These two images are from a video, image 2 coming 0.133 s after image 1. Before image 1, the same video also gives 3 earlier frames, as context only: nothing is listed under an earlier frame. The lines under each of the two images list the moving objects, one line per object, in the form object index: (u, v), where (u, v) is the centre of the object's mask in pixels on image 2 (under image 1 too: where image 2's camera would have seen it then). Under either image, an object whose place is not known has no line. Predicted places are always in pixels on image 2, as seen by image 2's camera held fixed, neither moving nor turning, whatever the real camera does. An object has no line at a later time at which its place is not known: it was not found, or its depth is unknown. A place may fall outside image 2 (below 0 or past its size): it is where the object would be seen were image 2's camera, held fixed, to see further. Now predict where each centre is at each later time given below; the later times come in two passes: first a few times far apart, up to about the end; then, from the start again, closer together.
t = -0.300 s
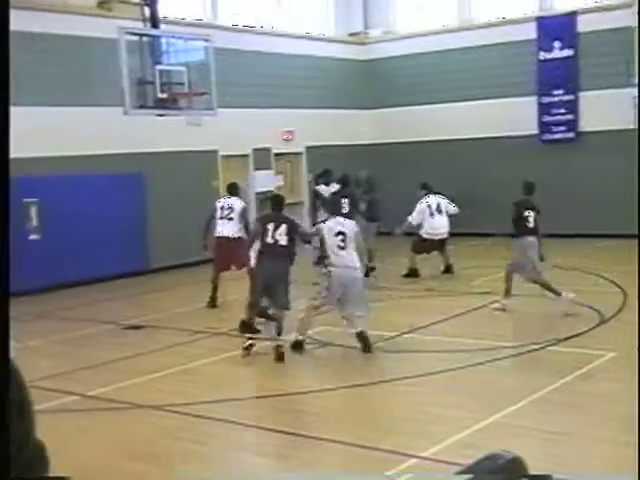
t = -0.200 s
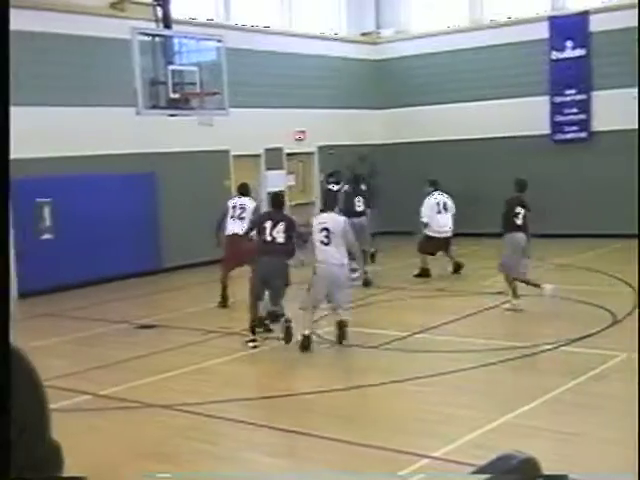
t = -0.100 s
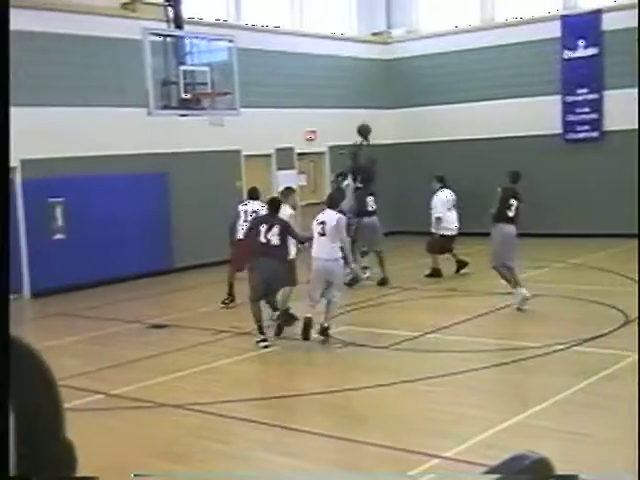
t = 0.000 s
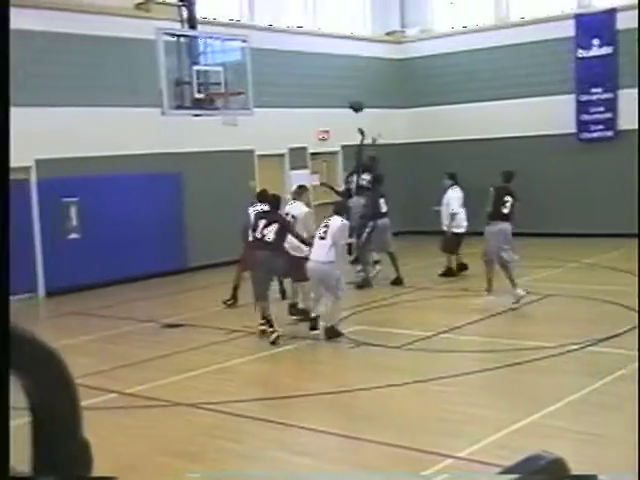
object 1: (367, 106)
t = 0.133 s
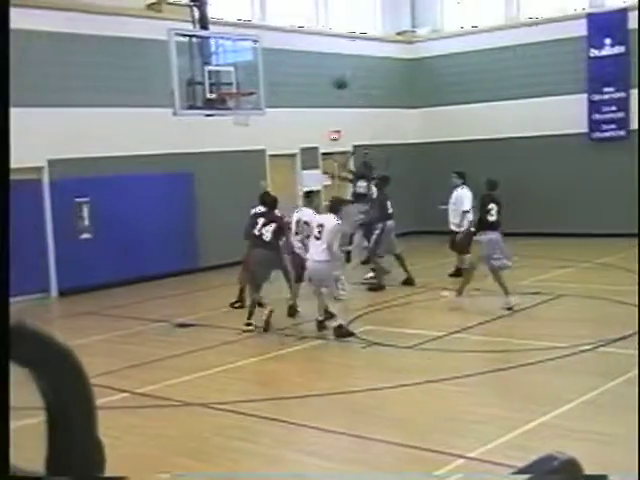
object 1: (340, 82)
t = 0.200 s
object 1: (326, 74)
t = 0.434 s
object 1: (277, 70)
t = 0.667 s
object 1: (234, 103)
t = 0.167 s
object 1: (333, 76)
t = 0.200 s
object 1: (326, 74)
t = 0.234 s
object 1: (319, 71)
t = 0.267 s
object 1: (313, 70)
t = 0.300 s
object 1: (305, 69)
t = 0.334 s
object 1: (298, 68)
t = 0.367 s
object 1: (292, 68)
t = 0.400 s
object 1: (284, 68)
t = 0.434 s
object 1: (277, 70)
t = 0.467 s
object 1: (273, 72)
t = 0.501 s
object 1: (263, 77)
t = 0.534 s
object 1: (257, 81)
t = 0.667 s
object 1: (234, 103)
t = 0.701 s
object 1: (234, 109)
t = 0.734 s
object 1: (233, 111)
